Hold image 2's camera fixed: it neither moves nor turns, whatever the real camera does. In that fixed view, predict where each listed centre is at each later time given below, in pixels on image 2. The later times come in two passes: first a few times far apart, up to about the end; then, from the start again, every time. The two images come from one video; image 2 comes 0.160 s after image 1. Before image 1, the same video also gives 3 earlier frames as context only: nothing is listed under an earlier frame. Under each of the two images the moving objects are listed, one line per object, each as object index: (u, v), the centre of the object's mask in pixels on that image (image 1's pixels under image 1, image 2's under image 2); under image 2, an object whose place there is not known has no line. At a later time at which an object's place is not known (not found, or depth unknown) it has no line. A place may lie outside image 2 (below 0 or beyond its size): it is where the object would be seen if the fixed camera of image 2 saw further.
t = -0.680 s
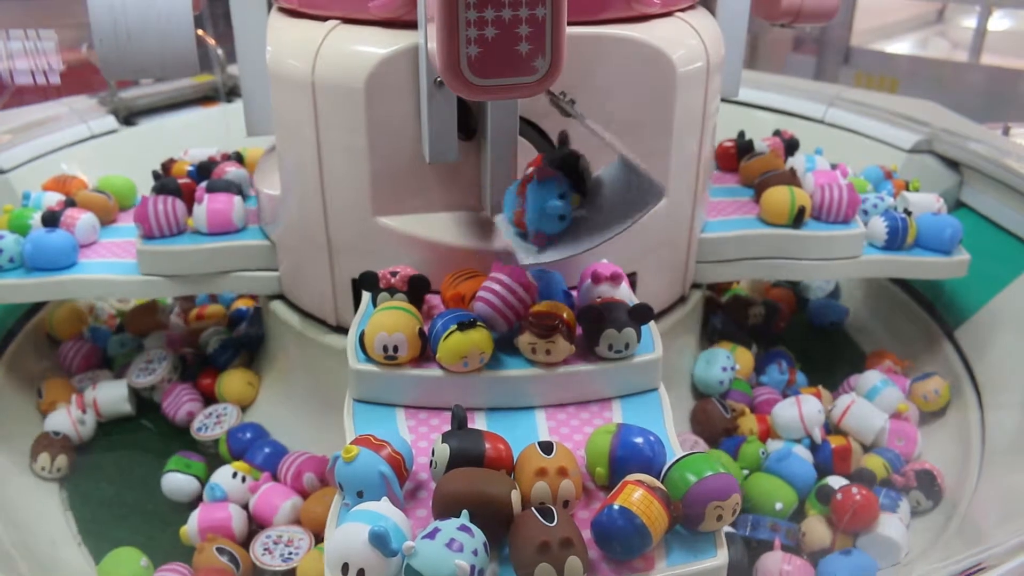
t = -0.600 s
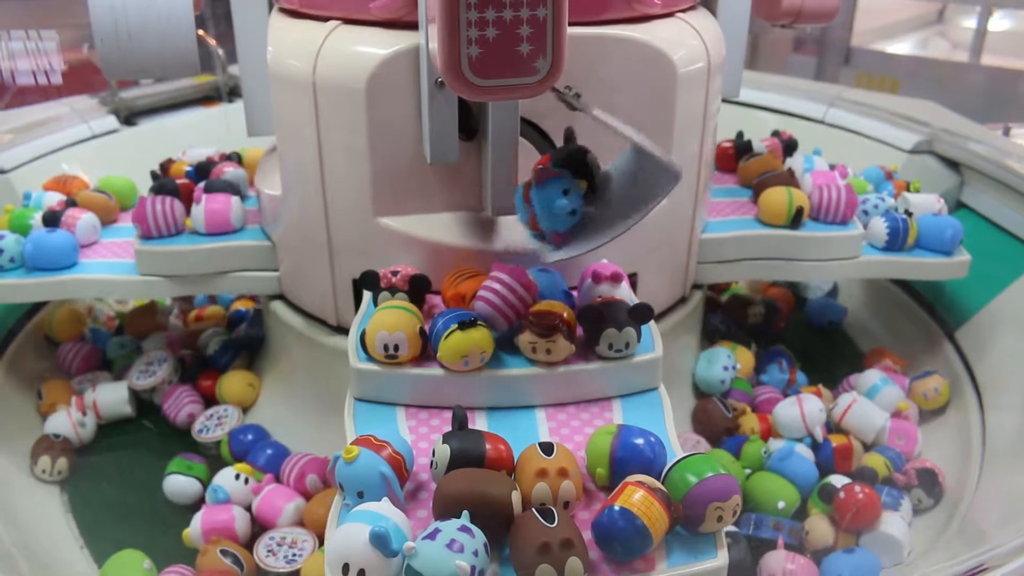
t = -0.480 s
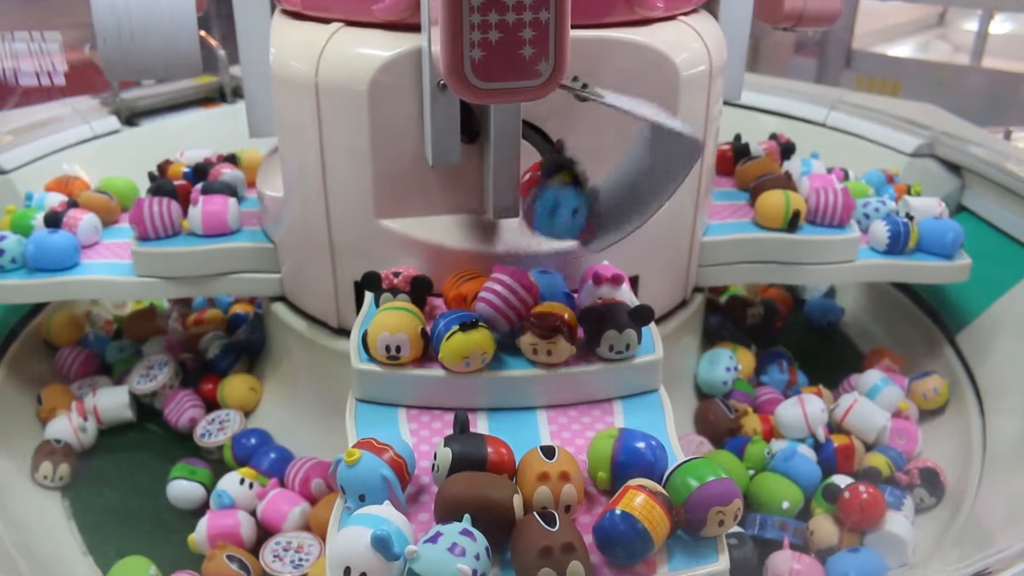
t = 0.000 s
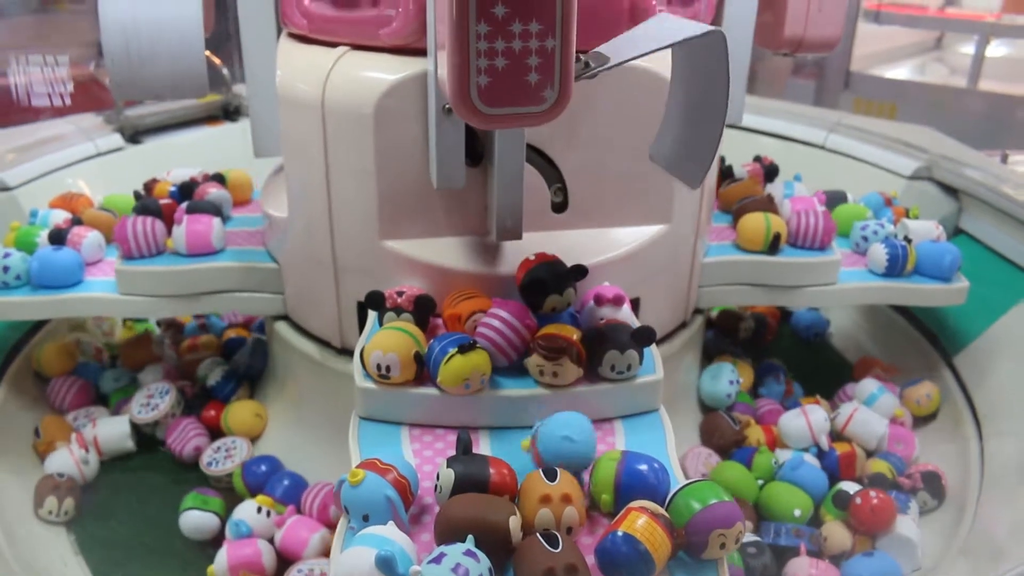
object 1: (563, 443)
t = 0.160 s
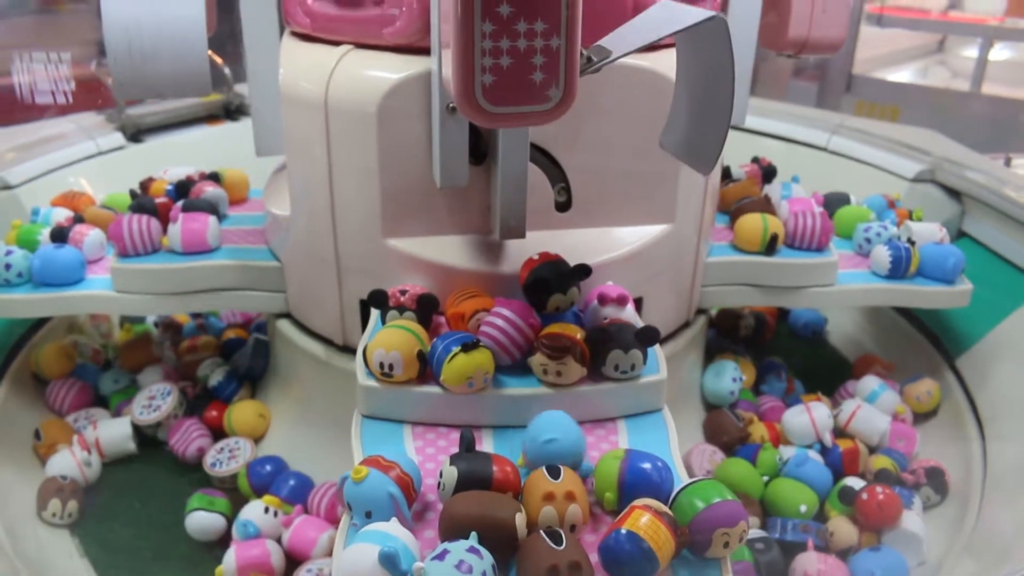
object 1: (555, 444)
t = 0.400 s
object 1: (542, 443)
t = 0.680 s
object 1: (542, 444)
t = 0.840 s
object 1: (542, 444)
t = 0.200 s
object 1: (549, 443)
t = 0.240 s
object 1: (543, 443)
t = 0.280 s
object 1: (542, 443)
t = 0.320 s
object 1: (542, 443)
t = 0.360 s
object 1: (542, 443)
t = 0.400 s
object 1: (542, 443)
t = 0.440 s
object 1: (542, 444)
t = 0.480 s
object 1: (542, 444)
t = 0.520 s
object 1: (542, 444)
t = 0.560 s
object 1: (542, 444)
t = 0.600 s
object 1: (542, 444)
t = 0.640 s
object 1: (542, 444)
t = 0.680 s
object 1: (542, 444)
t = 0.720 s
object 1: (542, 444)
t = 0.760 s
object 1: (542, 444)
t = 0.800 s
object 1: (542, 444)
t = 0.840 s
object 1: (542, 444)
